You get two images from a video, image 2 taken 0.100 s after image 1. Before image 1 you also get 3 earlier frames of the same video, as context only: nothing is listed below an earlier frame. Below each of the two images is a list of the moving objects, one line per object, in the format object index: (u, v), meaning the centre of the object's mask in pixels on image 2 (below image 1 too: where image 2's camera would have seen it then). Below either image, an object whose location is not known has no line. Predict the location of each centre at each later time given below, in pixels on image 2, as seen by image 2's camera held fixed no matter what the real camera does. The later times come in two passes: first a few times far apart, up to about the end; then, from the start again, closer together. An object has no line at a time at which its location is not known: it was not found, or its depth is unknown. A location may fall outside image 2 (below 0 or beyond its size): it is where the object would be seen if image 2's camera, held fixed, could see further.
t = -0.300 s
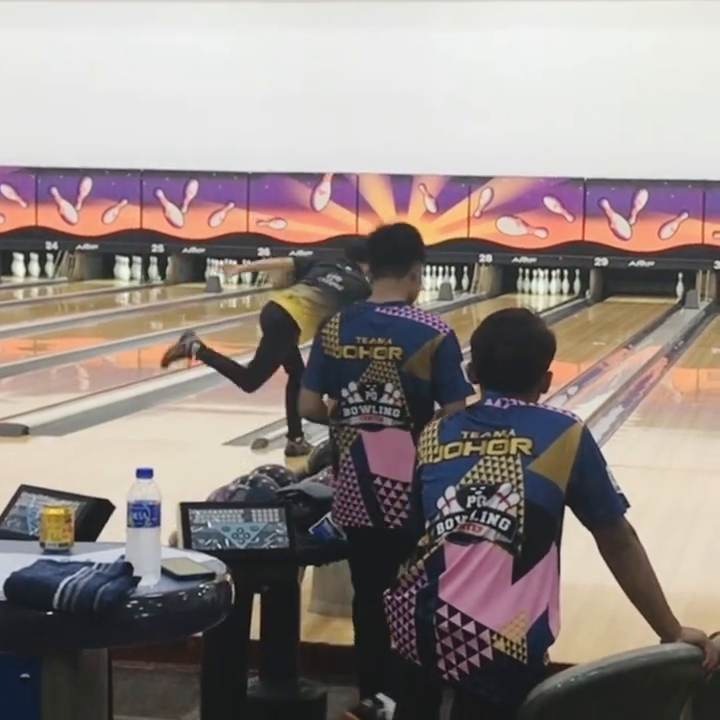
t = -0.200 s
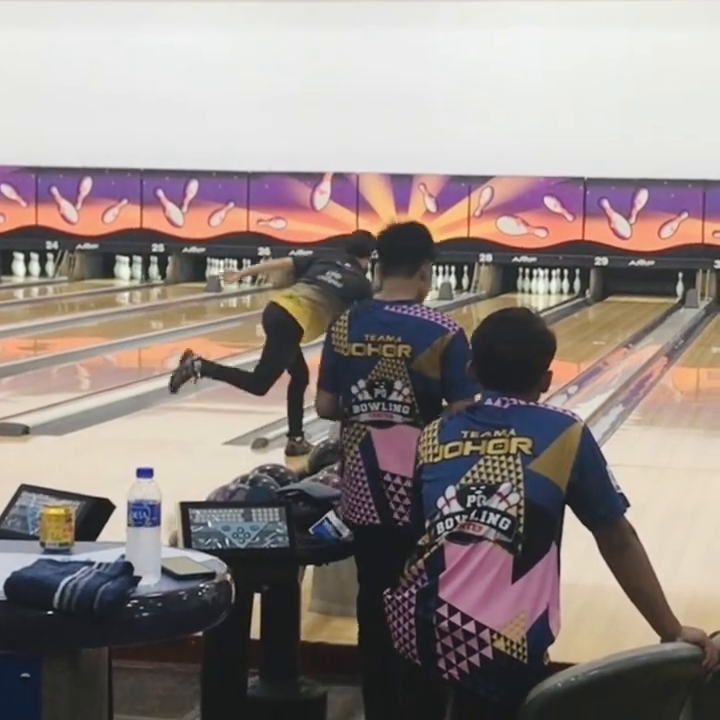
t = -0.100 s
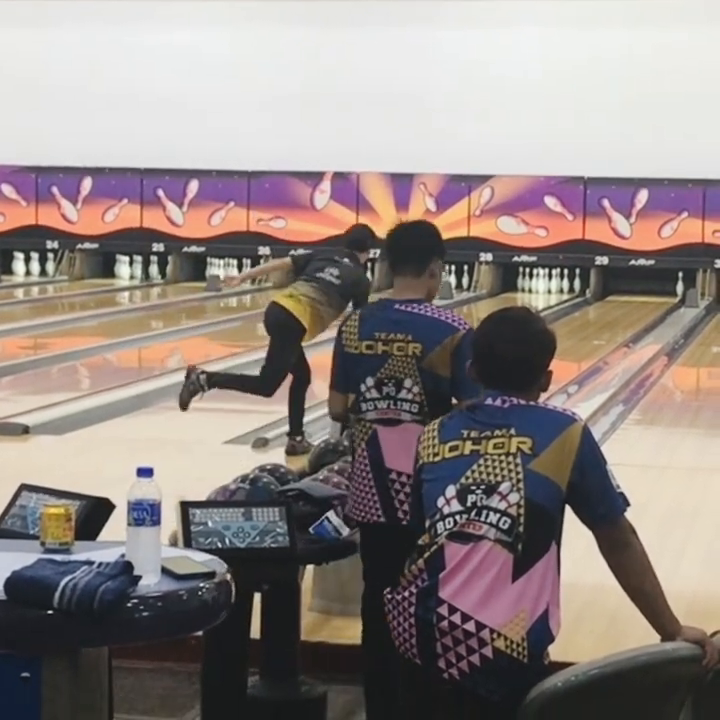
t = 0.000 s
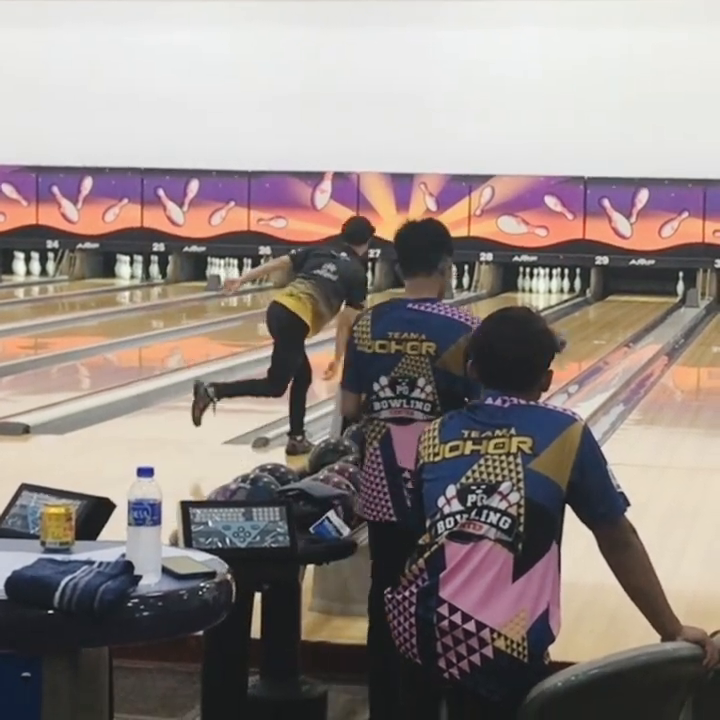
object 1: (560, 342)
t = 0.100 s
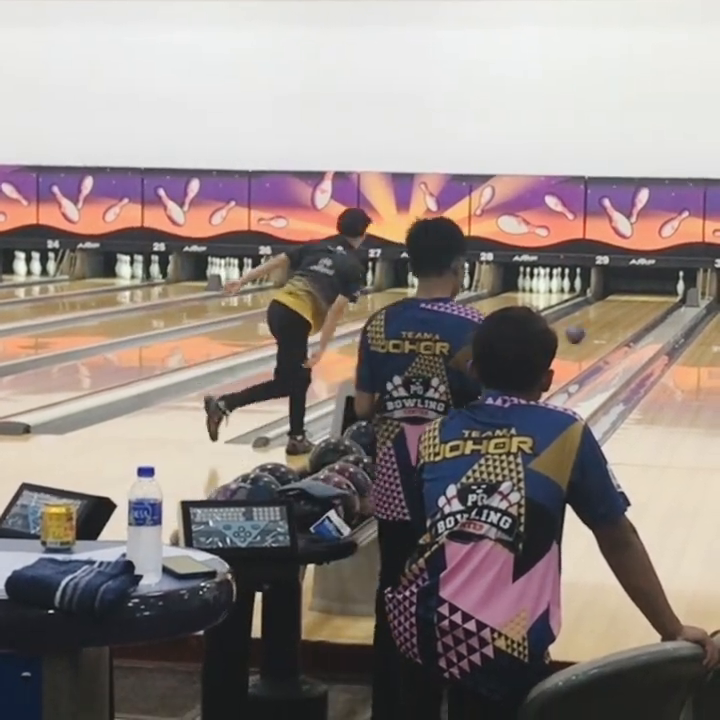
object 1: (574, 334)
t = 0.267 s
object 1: (598, 324)
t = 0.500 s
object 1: (626, 311)
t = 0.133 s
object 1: (579, 333)
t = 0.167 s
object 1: (583, 330)
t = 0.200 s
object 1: (591, 327)
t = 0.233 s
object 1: (594, 326)
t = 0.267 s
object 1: (598, 324)
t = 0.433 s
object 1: (621, 314)
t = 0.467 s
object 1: (624, 313)
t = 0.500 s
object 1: (626, 311)
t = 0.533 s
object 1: (632, 310)
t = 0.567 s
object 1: (634, 309)
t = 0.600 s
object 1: (637, 308)
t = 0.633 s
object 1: (642, 306)
